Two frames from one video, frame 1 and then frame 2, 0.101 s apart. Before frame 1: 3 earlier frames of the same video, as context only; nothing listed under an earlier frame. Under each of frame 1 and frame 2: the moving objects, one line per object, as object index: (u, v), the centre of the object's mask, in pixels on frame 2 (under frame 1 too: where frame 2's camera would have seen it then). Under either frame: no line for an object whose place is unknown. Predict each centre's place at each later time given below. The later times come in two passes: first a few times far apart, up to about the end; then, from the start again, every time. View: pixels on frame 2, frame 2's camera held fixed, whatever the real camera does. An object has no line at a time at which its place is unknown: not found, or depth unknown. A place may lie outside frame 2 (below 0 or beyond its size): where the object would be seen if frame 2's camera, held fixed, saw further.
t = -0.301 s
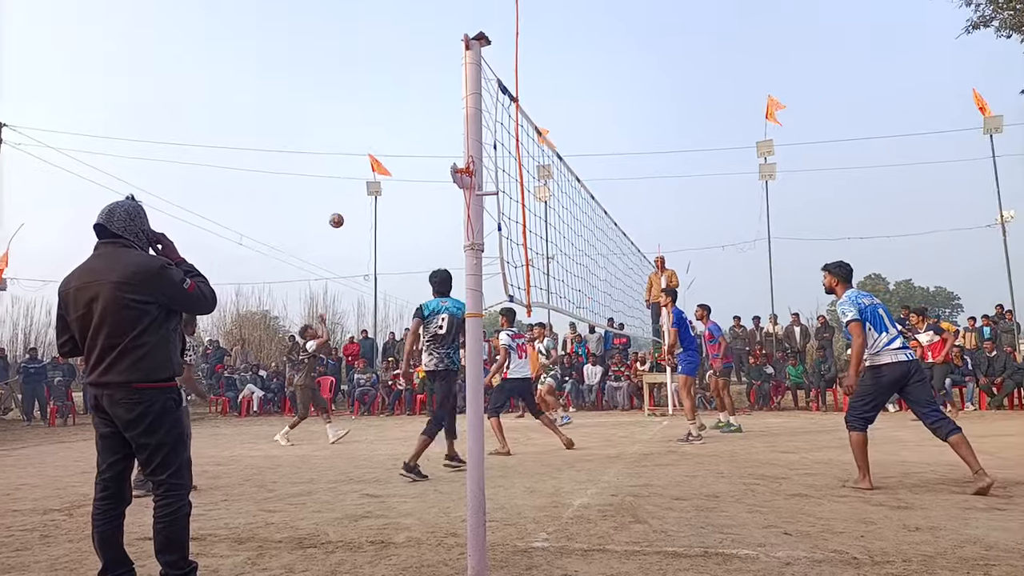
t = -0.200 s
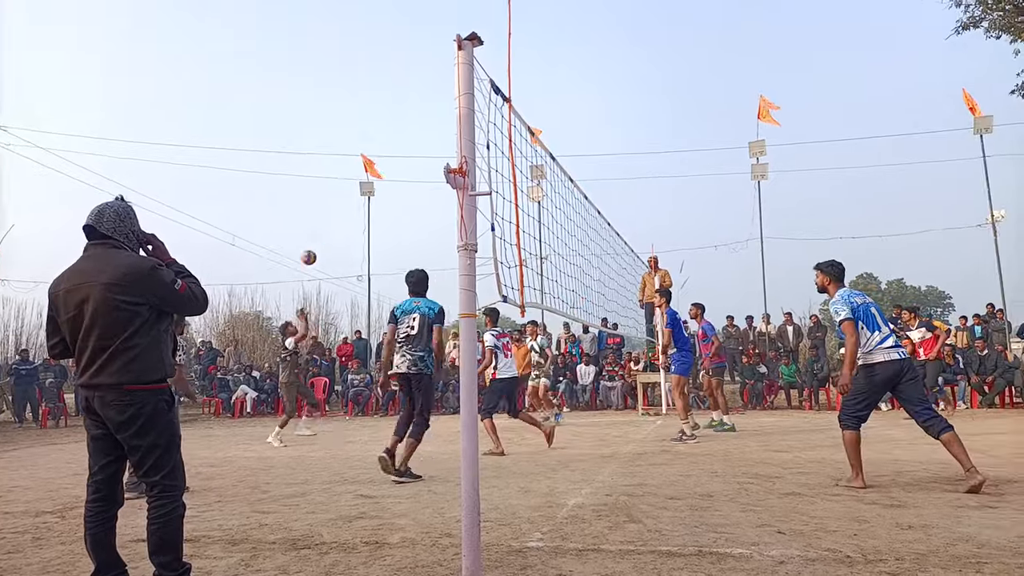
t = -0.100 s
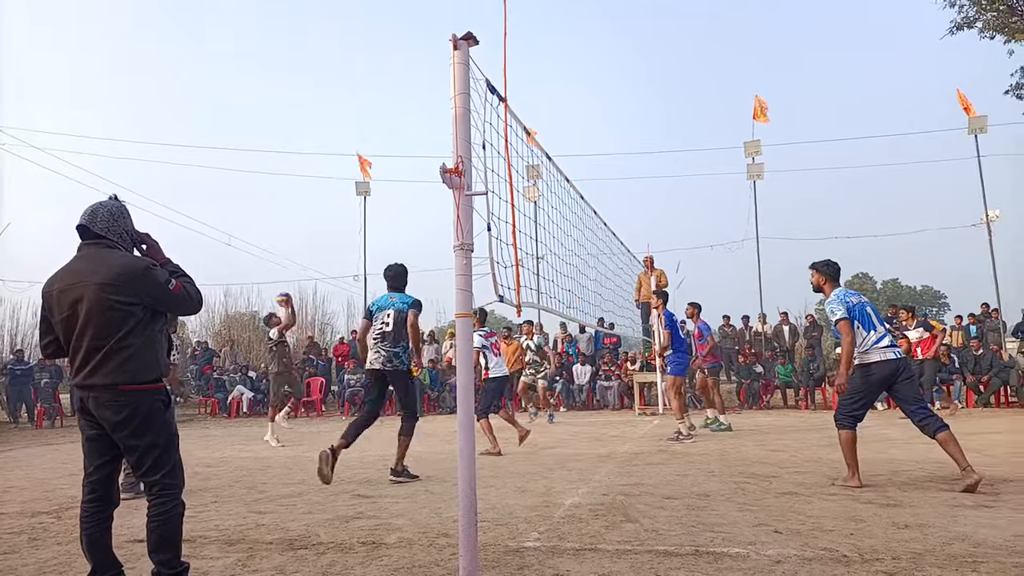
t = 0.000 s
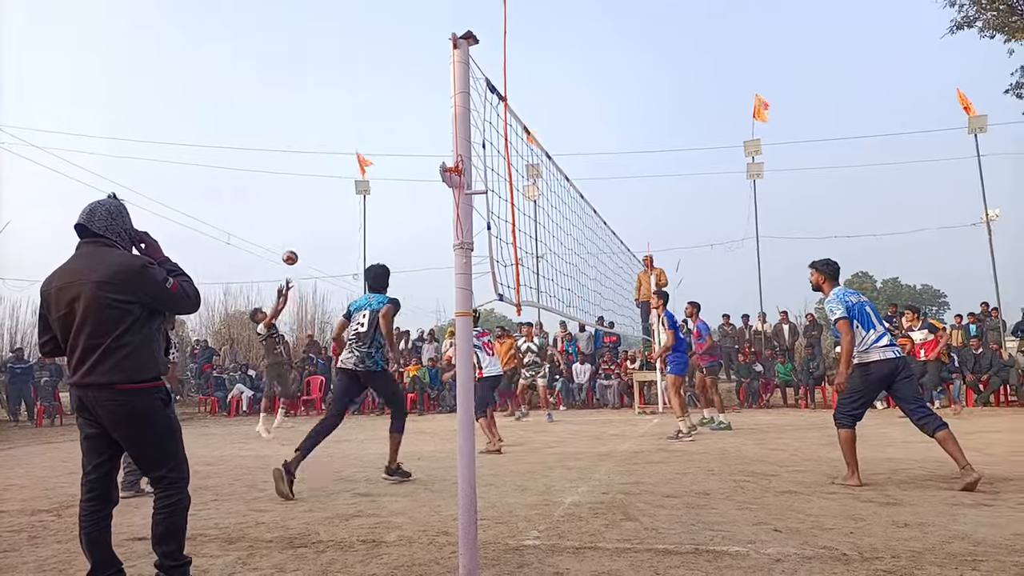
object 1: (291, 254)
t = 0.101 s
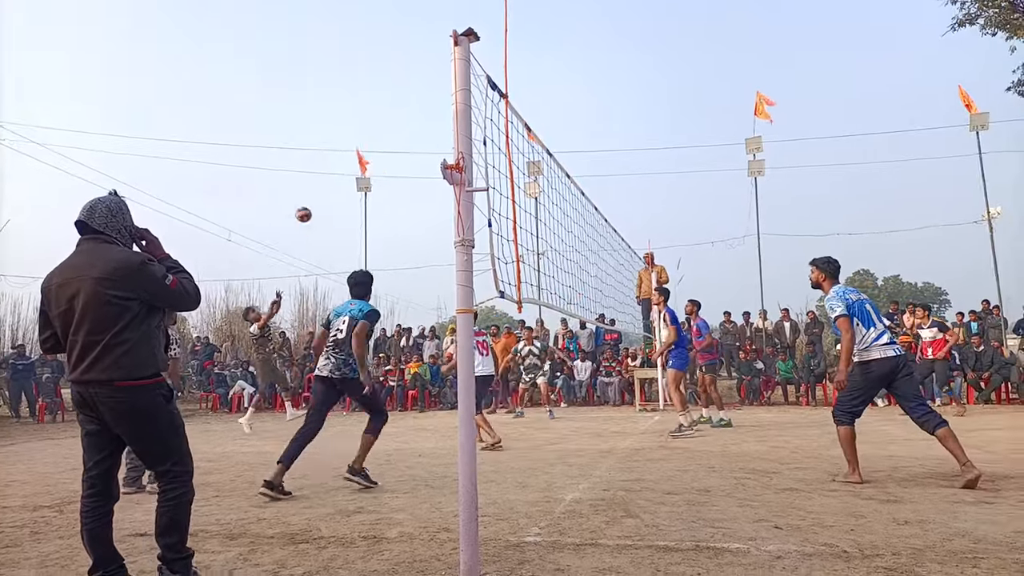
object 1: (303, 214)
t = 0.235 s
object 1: (321, 169)
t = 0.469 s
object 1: (354, 116)
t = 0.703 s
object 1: (394, 101)
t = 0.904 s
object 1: (433, 126)
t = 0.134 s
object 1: (307, 202)
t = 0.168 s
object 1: (312, 190)
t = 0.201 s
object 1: (316, 180)
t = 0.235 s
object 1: (321, 169)
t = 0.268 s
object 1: (325, 160)
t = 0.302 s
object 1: (330, 150)
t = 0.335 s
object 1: (334, 143)
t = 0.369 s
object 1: (339, 134)
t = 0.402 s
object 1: (344, 128)
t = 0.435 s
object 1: (349, 121)
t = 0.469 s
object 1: (354, 116)
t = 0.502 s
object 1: (359, 111)
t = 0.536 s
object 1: (365, 107)
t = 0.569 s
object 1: (370, 104)
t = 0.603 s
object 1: (376, 102)
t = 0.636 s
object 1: (382, 100)
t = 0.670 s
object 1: (388, 100)
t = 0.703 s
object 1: (394, 101)
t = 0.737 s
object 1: (400, 102)
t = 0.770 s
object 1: (406, 104)
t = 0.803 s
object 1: (413, 108)
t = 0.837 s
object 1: (419, 113)
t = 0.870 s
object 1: (426, 119)
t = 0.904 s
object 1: (433, 126)
